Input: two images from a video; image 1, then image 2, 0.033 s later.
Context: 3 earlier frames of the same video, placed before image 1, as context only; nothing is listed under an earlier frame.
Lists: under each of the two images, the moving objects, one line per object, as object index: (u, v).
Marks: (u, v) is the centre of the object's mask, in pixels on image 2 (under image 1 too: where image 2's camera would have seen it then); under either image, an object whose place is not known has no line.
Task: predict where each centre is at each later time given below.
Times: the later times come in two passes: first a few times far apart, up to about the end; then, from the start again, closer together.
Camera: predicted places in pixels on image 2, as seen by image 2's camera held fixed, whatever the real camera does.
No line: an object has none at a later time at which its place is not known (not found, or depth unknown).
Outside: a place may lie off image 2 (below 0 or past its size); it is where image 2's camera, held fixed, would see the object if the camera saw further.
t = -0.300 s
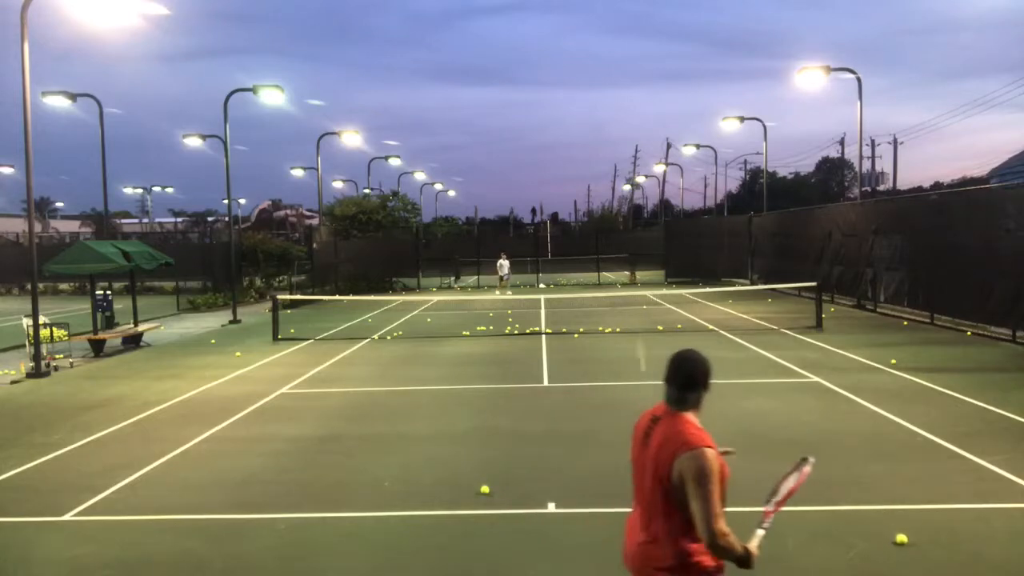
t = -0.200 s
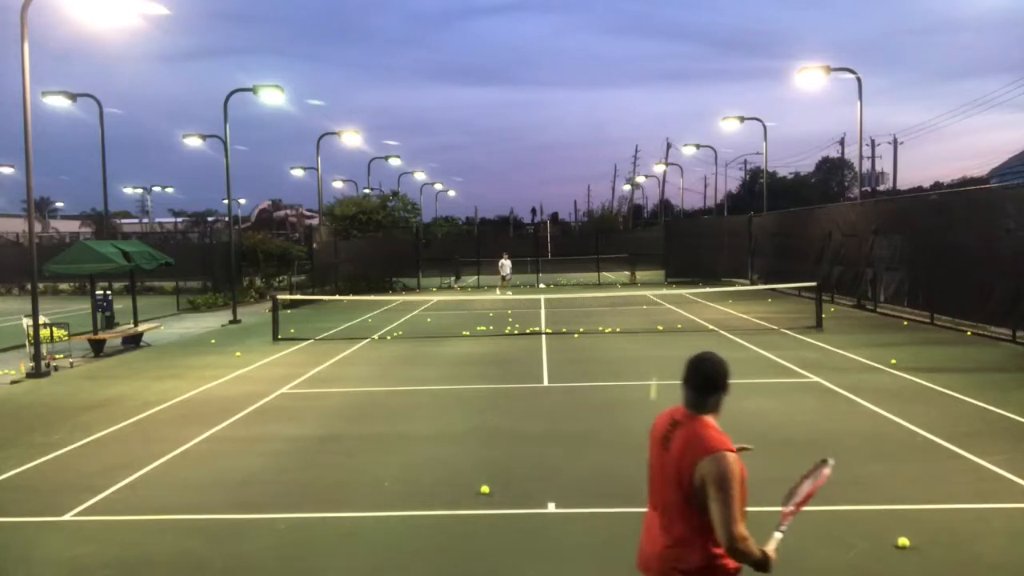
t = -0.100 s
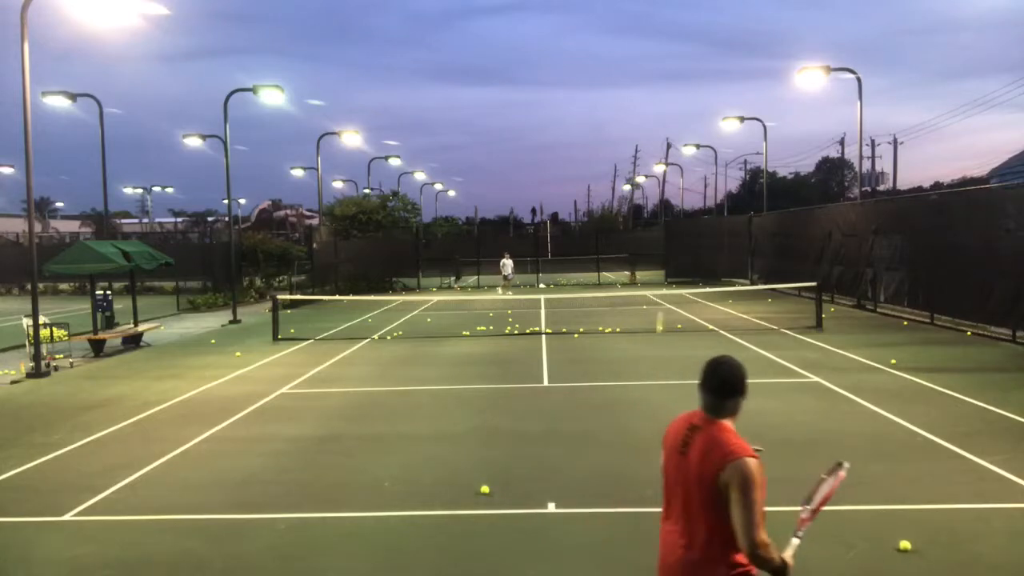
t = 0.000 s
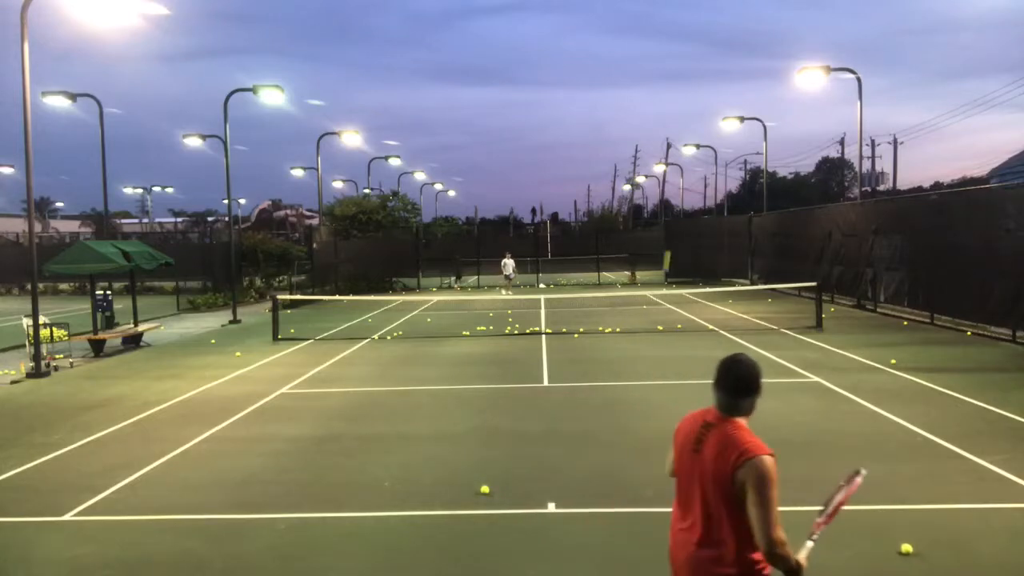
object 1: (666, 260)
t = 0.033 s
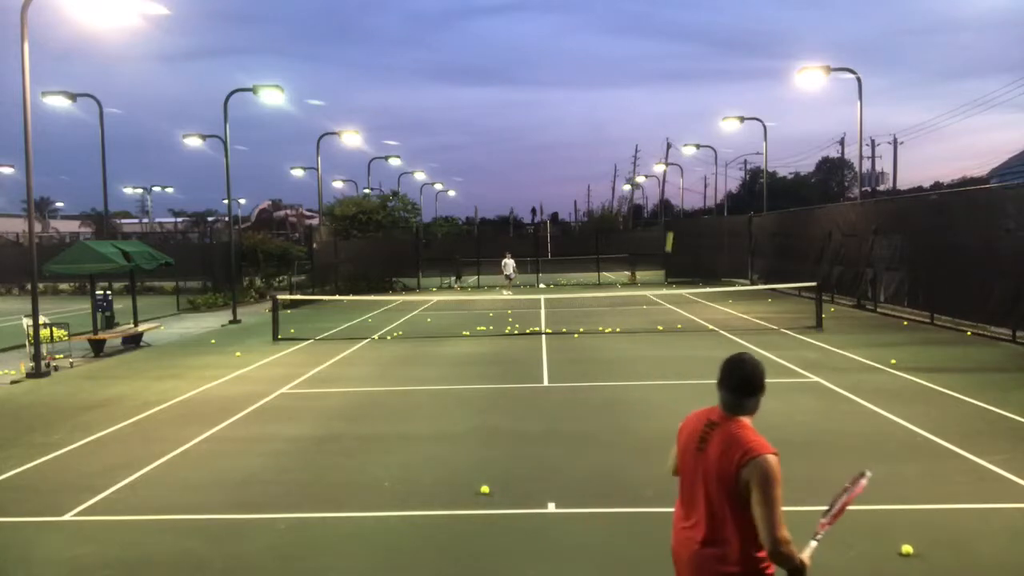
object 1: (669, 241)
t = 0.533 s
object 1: (721, 34)
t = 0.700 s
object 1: (743, 16)
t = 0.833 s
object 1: (765, 29)
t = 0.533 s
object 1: (721, 34)
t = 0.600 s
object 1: (729, 23)
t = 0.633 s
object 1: (734, 19)
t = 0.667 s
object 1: (738, 17)
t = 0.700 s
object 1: (743, 16)
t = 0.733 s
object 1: (748, 16)
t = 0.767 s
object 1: (754, 19)
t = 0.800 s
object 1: (760, 23)
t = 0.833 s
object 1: (765, 29)
